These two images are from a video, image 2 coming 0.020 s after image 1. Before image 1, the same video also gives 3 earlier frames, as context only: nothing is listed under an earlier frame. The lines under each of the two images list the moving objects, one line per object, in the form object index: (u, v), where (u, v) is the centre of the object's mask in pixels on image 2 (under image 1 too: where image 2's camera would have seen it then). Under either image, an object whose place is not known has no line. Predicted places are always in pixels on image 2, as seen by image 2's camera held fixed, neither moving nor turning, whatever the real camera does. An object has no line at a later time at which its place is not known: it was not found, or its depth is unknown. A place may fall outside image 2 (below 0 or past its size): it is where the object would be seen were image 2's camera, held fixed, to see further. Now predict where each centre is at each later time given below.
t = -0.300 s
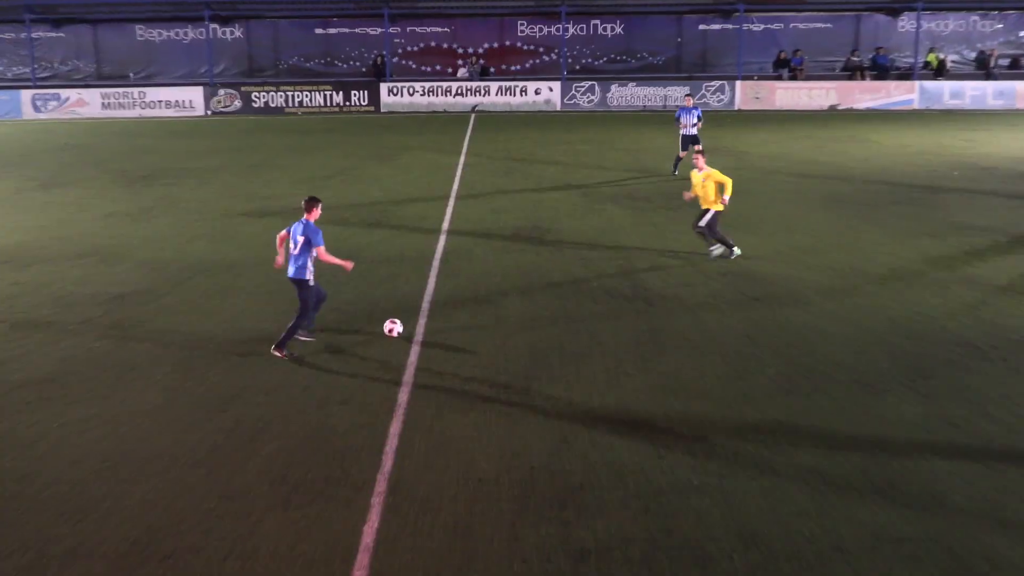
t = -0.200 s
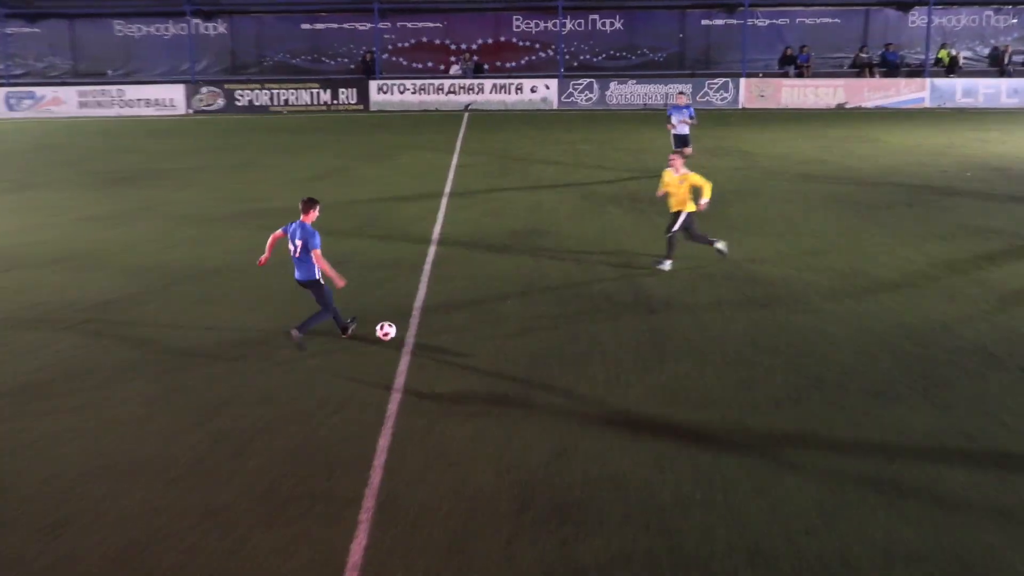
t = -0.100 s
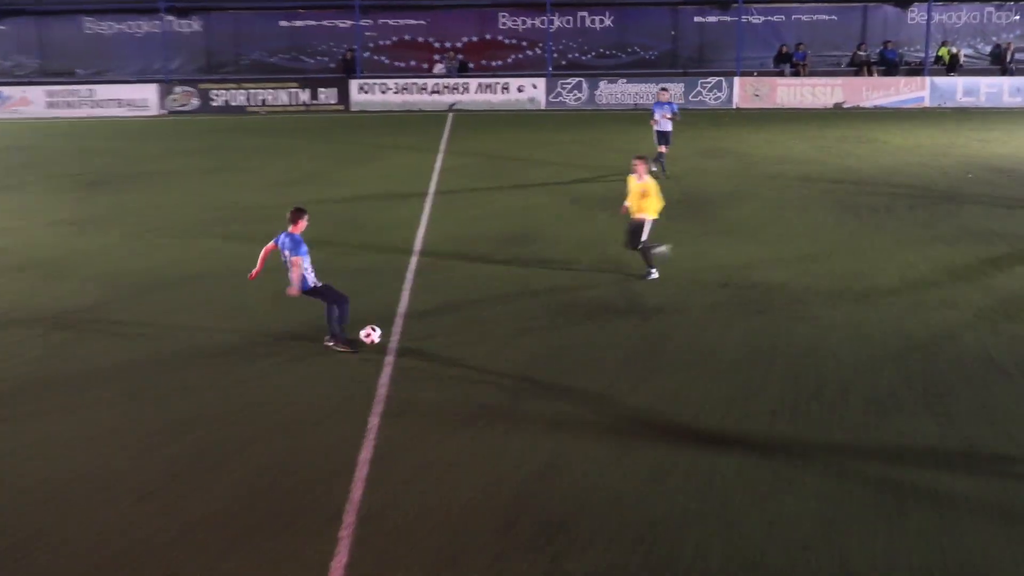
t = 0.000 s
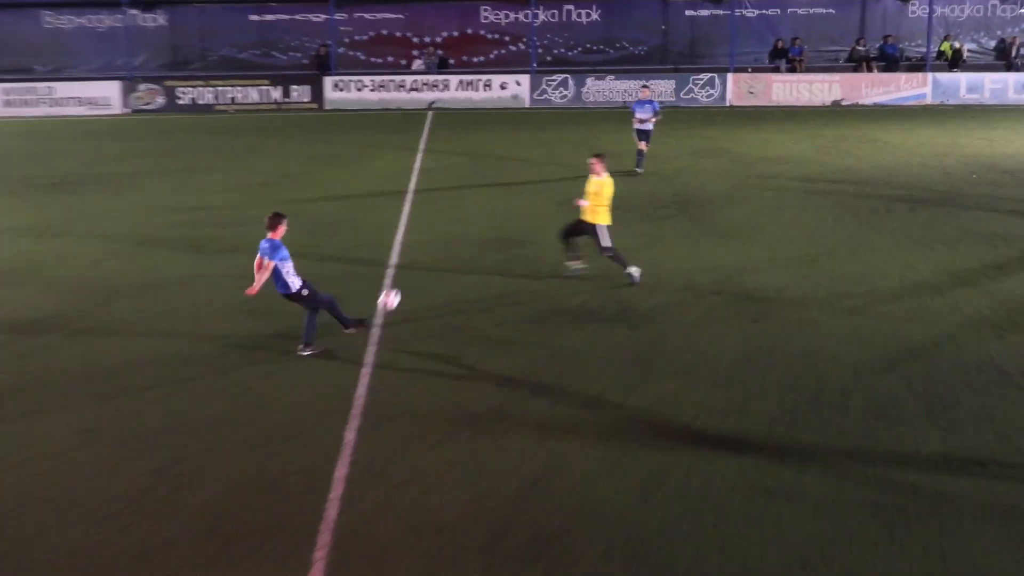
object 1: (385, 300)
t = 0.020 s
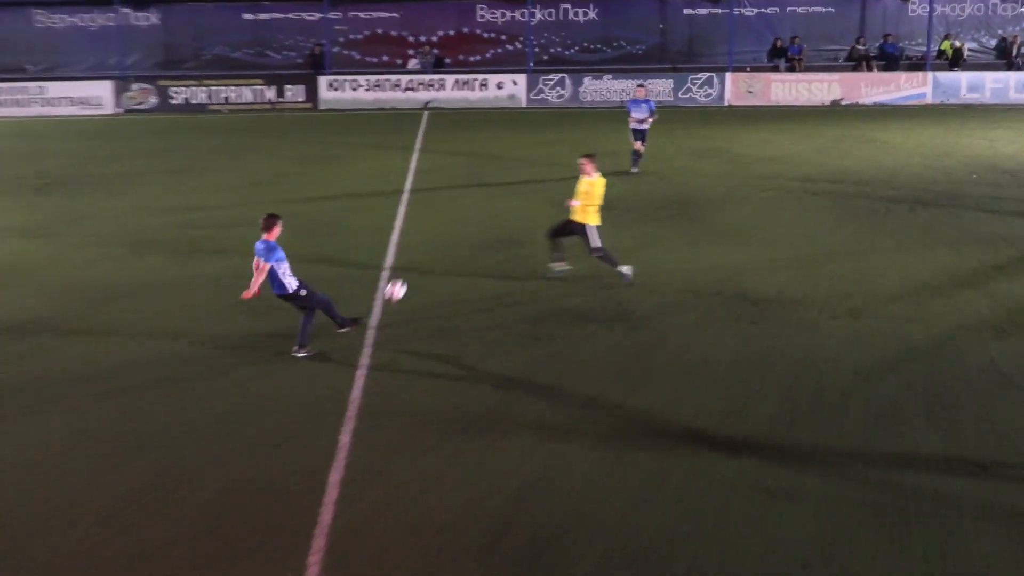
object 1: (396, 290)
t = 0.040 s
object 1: (405, 280)
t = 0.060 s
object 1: (414, 270)
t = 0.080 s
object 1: (422, 263)
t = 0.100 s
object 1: (429, 255)
